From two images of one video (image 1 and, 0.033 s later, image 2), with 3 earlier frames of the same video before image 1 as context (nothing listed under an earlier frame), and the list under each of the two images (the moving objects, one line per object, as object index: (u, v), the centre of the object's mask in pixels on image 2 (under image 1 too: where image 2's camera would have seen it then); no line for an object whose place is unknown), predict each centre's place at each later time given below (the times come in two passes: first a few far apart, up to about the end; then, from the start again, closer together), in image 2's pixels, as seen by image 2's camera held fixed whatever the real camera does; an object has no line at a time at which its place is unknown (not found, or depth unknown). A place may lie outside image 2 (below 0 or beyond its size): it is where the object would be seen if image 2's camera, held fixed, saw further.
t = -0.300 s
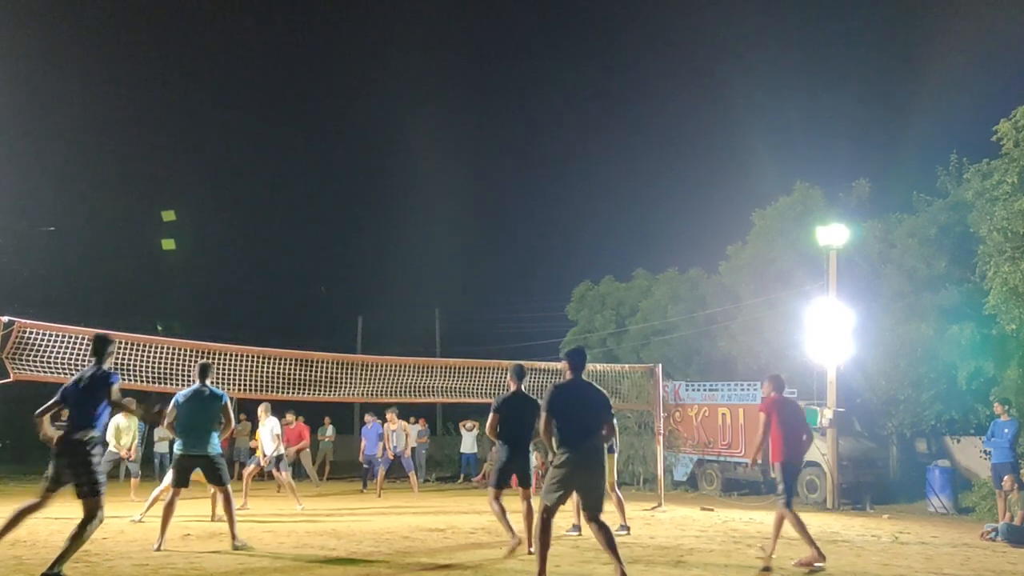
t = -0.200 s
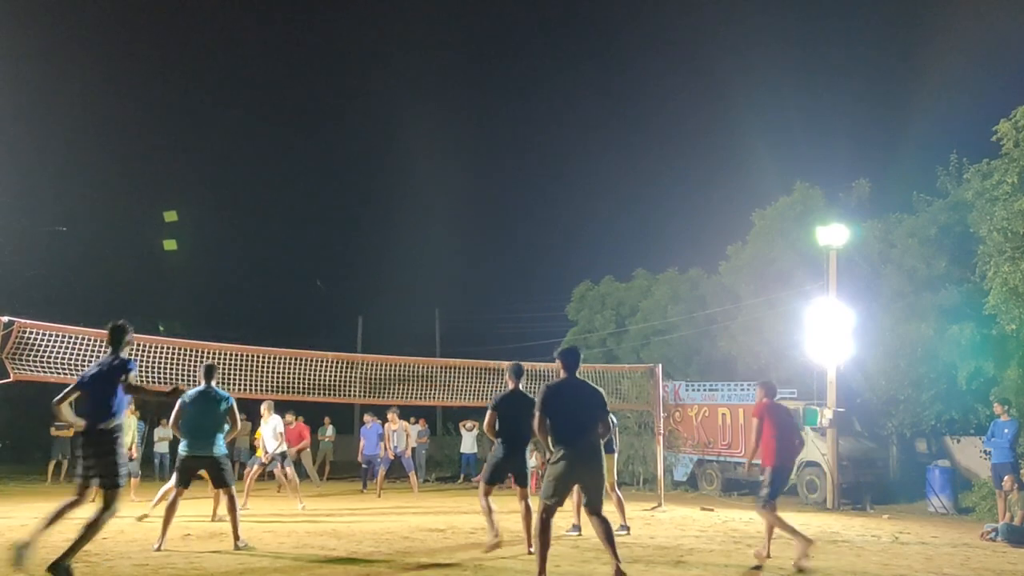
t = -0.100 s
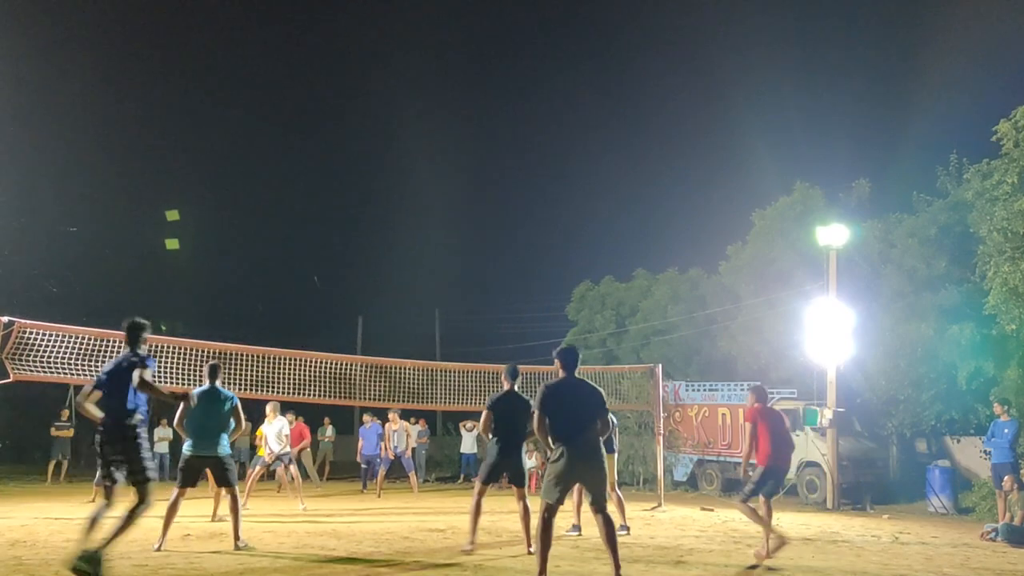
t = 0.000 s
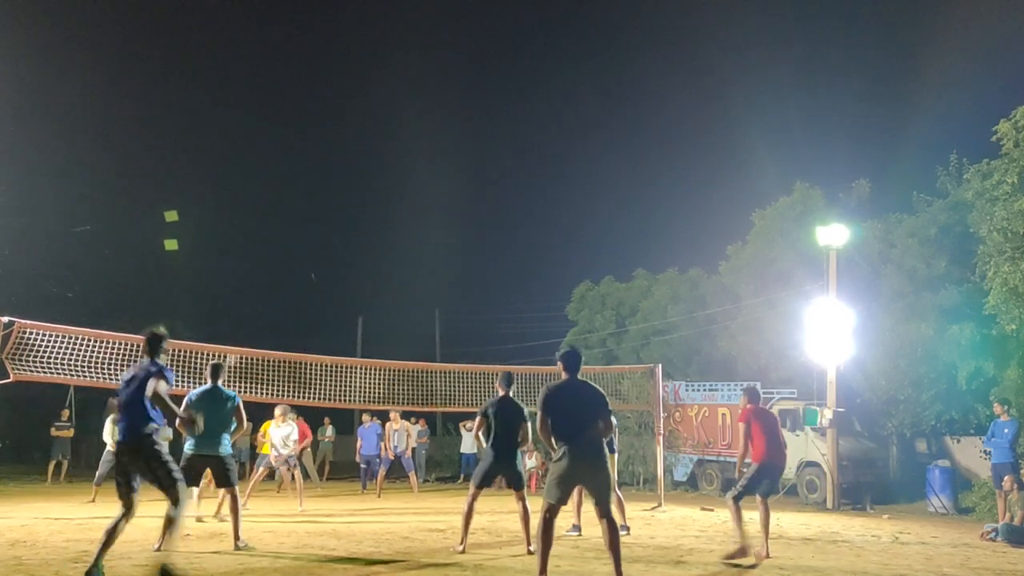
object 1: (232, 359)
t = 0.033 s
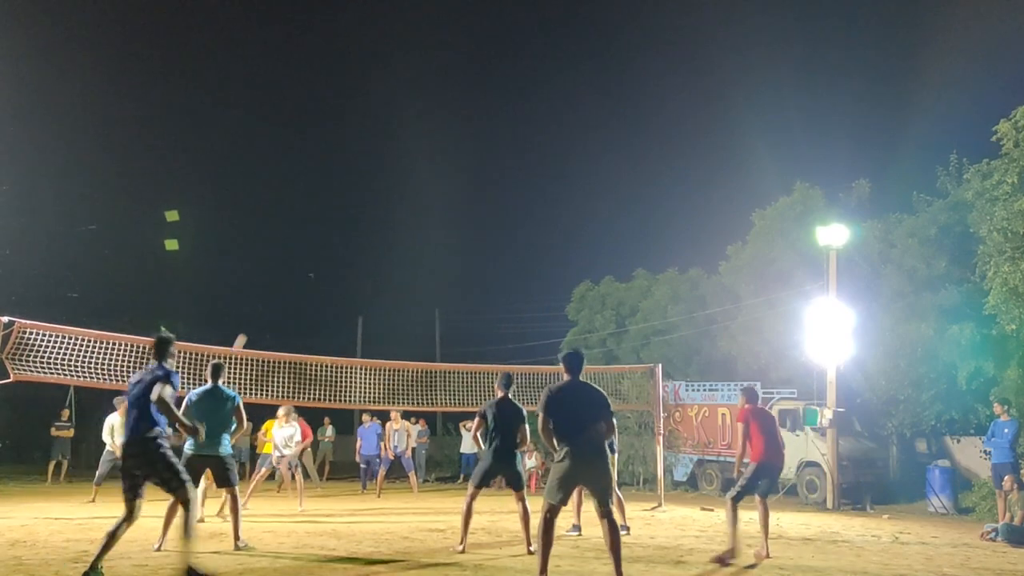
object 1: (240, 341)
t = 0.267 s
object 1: (291, 259)
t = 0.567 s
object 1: (360, 188)
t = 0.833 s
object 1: (424, 162)
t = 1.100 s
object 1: (492, 175)
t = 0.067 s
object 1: (247, 330)
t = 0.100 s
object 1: (254, 317)
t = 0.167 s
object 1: (269, 292)
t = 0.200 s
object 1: (276, 281)
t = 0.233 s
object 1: (284, 270)
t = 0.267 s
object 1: (291, 259)
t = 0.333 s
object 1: (306, 240)
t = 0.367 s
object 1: (314, 231)
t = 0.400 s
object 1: (321, 222)
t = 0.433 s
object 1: (329, 215)
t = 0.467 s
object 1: (337, 208)
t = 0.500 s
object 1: (344, 201)
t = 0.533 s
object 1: (352, 194)
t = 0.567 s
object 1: (360, 188)
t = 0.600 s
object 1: (367, 183)
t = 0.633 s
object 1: (375, 179)
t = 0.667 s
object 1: (383, 174)
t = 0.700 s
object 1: (391, 171)
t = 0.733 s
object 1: (399, 168)
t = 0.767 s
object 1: (407, 165)
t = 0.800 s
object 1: (415, 163)
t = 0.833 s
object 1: (424, 162)
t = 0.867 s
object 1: (432, 161)
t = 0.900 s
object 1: (440, 161)
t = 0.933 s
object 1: (449, 162)
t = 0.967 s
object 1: (457, 164)
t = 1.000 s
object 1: (466, 165)
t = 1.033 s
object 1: (474, 168)
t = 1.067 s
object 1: (483, 171)
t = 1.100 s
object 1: (492, 175)
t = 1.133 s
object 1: (501, 180)
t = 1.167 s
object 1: (510, 185)
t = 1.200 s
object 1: (519, 191)
